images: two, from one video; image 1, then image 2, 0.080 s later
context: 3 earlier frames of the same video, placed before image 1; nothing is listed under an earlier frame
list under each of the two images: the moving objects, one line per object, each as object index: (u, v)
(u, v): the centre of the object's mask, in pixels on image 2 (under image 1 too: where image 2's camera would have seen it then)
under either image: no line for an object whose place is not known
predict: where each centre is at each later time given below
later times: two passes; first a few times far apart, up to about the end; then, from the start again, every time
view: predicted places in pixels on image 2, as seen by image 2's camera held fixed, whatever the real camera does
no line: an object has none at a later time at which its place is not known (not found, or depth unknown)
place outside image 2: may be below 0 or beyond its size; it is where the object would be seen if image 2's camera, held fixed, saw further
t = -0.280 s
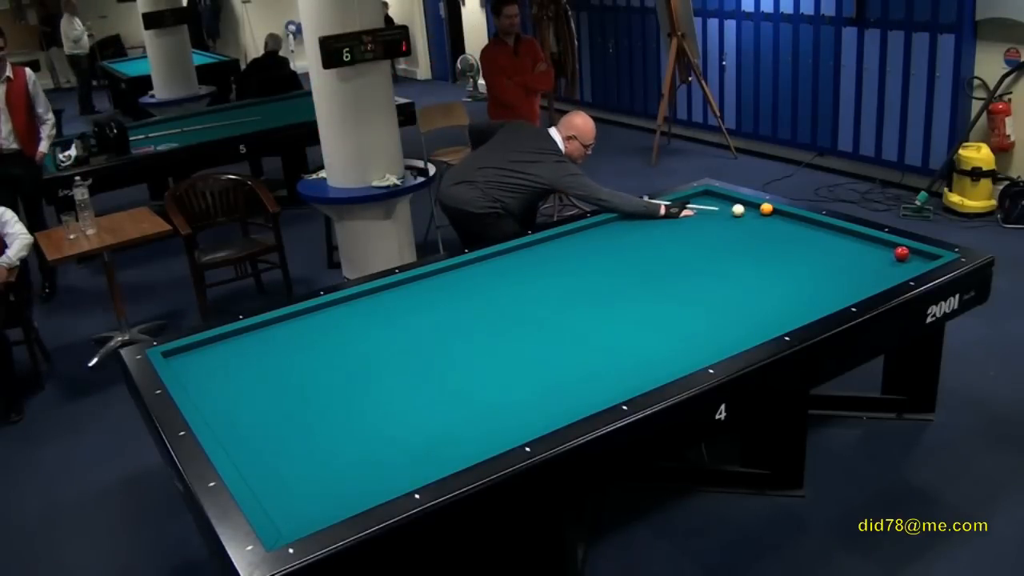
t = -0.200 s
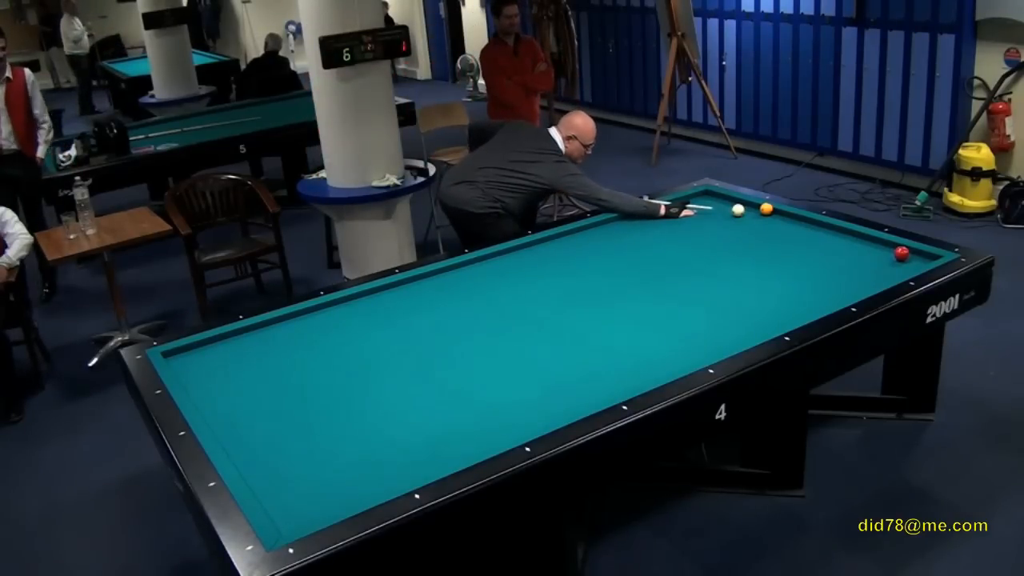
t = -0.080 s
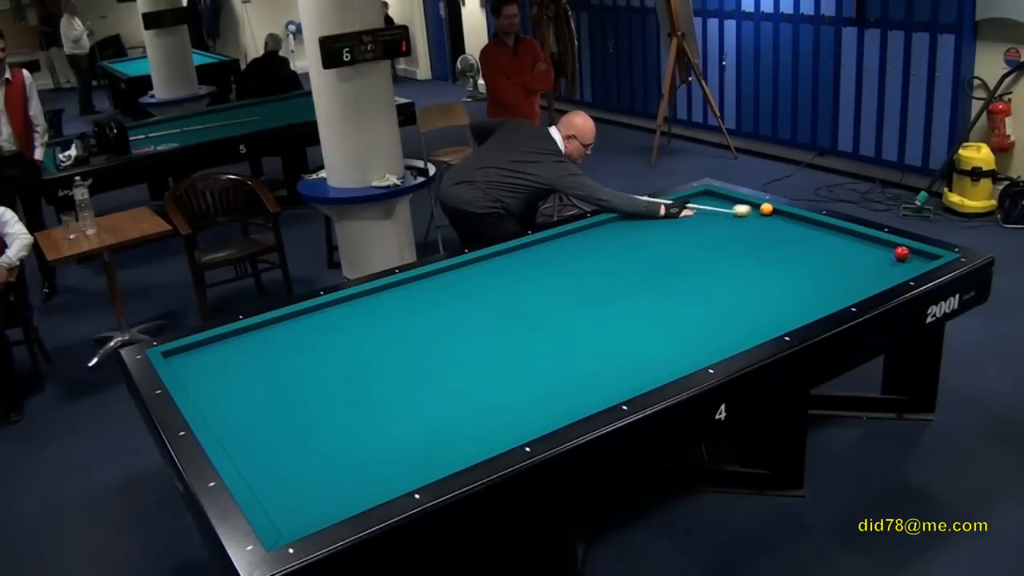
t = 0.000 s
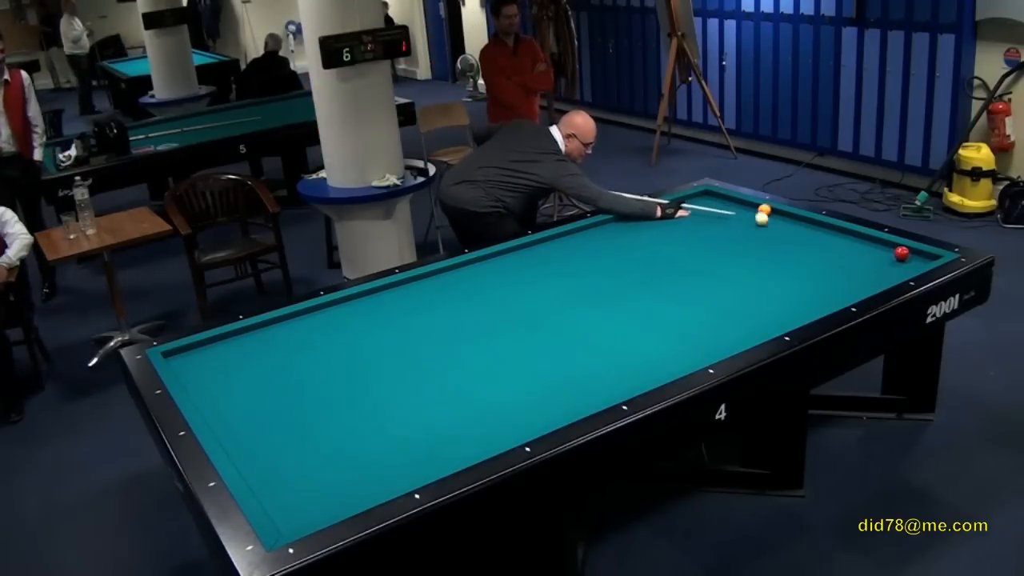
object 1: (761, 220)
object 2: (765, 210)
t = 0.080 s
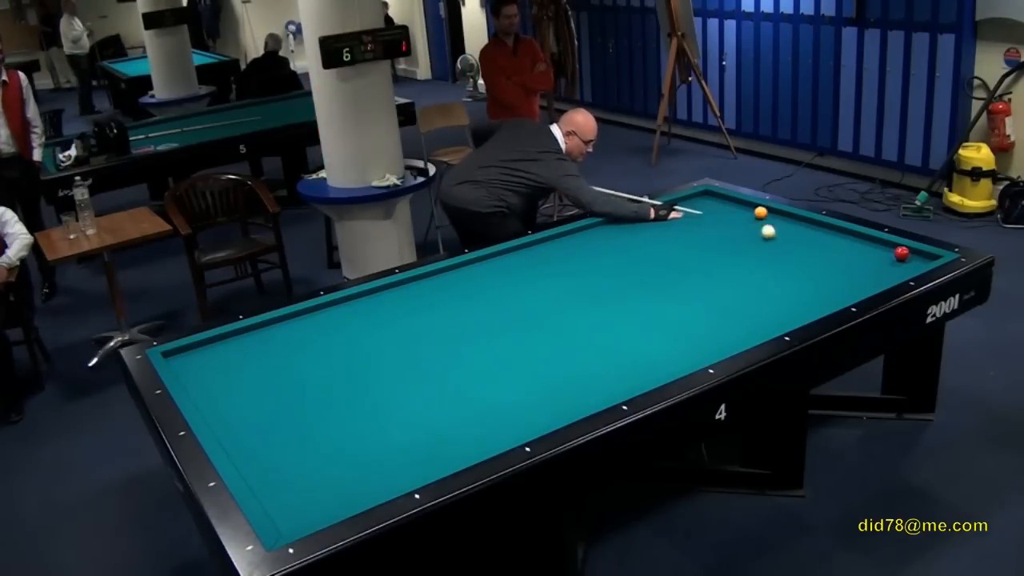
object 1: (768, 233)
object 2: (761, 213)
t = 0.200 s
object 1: (777, 253)
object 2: (757, 216)
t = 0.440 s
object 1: (791, 294)
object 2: (749, 221)
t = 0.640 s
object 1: (770, 319)
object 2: (742, 225)
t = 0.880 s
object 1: (677, 328)
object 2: (734, 230)
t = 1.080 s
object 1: (602, 336)
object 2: (728, 234)
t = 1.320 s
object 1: (513, 345)
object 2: (720, 239)
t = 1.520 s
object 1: (440, 353)
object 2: (714, 242)
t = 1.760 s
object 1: (352, 362)
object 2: (707, 247)
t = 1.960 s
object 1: (279, 370)
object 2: (701, 251)
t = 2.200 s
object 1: (195, 379)
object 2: (694, 255)
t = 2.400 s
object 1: (213, 356)
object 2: (688, 258)
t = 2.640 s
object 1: (241, 333)
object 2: (682, 263)
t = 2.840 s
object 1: (278, 331)
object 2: (676, 266)
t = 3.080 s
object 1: (322, 328)
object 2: (670, 270)
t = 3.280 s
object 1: (359, 325)
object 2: (665, 273)
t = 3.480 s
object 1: (395, 322)
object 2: (660, 276)
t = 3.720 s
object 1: (438, 319)
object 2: (654, 280)
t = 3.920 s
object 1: (473, 316)
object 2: (649, 282)
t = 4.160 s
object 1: (515, 313)
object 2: (643, 286)
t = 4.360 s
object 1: (549, 311)
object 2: (639, 288)
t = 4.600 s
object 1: (589, 308)
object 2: (634, 291)
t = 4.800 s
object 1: (622, 305)
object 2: (631, 292)
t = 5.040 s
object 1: (662, 302)
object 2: (626, 296)
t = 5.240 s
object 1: (694, 300)
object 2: (622, 298)
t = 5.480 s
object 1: (732, 298)
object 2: (618, 300)
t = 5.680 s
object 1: (763, 296)
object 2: (616, 302)
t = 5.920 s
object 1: (799, 293)
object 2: (613, 304)
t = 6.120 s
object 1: (828, 291)
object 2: (610, 305)
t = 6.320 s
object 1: (856, 288)
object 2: (608, 306)
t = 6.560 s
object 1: (873, 281)
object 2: (605, 308)
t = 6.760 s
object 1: (878, 275)
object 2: (604, 309)
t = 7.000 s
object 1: (883, 268)
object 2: (603, 309)
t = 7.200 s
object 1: (887, 262)
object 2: (602, 310)
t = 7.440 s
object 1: (889, 257)
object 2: (601, 310)
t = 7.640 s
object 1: (886, 254)
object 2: (601, 310)
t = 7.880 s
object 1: (882, 250)
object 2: (601, 311)
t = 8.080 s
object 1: (879, 248)
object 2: (601, 310)
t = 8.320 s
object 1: (876, 245)
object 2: (601, 311)
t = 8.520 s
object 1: (874, 243)
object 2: (601, 311)
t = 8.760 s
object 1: (871, 241)
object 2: (601, 310)
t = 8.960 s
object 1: (869, 239)
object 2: (601, 310)
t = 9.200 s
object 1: (865, 238)
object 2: (601, 310)
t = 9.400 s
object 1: (862, 238)
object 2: (601, 310)
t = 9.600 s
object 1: (860, 237)
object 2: (601, 310)
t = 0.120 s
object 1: (771, 239)
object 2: (759, 214)
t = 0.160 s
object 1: (774, 246)
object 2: (758, 215)
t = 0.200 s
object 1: (777, 253)
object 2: (757, 216)
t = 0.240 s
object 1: (780, 260)
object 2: (755, 217)
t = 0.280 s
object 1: (783, 267)
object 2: (754, 218)
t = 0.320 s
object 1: (785, 274)
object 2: (752, 218)
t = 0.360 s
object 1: (787, 280)
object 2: (751, 219)
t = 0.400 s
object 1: (790, 287)
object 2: (750, 220)
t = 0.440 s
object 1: (791, 294)
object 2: (749, 221)
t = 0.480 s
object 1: (793, 301)
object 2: (747, 222)
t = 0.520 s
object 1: (794, 308)
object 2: (746, 223)
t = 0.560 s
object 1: (796, 314)
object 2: (745, 223)
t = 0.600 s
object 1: (787, 318)
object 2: (743, 224)
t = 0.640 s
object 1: (770, 319)
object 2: (742, 225)
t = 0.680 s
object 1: (753, 321)
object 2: (741, 226)
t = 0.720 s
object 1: (737, 322)
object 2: (740, 227)
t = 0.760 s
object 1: (721, 323)
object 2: (738, 228)
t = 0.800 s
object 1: (706, 324)
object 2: (737, 228)
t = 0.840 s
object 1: (691, 326)
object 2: (735, 229)
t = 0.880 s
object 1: (677, 328)
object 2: (734, 230)
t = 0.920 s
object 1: (662, 329)
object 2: (733, 230)
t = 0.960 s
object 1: (647, 331)
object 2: (732, 231)
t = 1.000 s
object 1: (632, 333)
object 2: (730, 232)
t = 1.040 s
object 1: (617, 334)
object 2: (729, 233)
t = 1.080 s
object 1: (602, 336)
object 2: (728, 234)
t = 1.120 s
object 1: (587, 337)
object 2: (727, 235)
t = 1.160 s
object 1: (572, 339)
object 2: (725, 235)
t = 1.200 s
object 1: (557, 340)
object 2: (724, 236)
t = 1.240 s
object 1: (543, 342)
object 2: (723, 237)
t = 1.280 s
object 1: (528, 343)
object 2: (722, 238)
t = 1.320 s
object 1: (513, 345)
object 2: (720, 239)
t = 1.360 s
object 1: (498, 346)
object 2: (719, 239)
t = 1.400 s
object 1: (484, 348)
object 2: (718, 240)
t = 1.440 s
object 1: (469, 350)
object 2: (717, 241)
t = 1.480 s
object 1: (455, 351)
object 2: (716, 242)
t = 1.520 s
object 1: (440, 353)
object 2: (714, 242)
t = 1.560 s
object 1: (425, 354)
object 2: (713, 243)
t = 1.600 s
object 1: (410, 356)
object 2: (711, 244)
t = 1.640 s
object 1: (395, 357)
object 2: (710, 245)
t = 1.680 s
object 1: (381, 359)
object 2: (709, 245)
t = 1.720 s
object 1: (366, 360)
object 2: (708, 246)
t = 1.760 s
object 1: (352, 362)
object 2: (707, 247)
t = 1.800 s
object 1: (337, 364)
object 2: (706, 248)
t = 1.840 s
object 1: (322, 365)
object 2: (704, 249)
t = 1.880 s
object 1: (308, 367)
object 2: (703, 249)
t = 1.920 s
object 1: (294, 368)
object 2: (702, 250)
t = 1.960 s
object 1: (279, 370)
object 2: (701, 251)
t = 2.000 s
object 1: (265, 371)
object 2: (700, 251)
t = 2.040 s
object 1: (251, 373)
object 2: (698, 252)
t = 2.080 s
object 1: (237, 374)
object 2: (697, 253)
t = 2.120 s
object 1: (222, 376)
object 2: (696, 254)
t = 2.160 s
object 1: (209, 377)
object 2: (695, 254)
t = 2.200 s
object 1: (195, 379)
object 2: (694, 255)
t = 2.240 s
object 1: (187, 378)
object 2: (693, 256)
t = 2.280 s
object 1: (195, 372)
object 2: (692, 256)
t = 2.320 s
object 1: (201, 367)
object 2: (691, 257)
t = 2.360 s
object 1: (208, 361)
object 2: (689, 258)
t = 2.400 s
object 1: (213, 356)
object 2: (688, 258)
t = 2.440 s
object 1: (217, 351)
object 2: (687, 259)
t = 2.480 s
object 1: (221, 347)
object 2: (686, 260)
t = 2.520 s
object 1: (226, 342)
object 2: (685, 261)
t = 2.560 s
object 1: (230, 338)
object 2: (684, 261)
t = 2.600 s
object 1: (233, 334)
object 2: (683, 262)
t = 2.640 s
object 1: (241, 333)
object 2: (682, 263)
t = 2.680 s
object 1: (249, 333)
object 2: (680, 263)
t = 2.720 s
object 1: (256, 332)
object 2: (679, 264)
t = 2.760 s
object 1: (264, 332)
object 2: (678, 265)
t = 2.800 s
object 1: (271, 331)
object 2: (677, 265)
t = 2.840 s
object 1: (278, 331)
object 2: (676, 266)
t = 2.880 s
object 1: (286, 330)
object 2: (675, 267)
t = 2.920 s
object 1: (293, 330)
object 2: (674, 267)
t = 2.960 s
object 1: (300, 329)
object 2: (673, 268)
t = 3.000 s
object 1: (308, 329)
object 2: (672, 269)
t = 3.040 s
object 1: (315, 328)
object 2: (671, 269)
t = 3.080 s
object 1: (322, 328)
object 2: (670, 270)
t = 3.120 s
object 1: (330, 327)
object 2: (669, 271)
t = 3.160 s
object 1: (337, 326)
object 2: (668, 271)
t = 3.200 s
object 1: (344, 326)
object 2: (667, 272)
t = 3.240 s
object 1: (351, 325)
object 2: (666, 272)
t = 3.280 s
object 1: (359, 325)
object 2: (665, 273)
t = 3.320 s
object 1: (366, 324)
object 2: (664, 274)
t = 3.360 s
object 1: (373, 324)
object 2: (663, 274)
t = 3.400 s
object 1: (380, 323)
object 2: (661, 275)
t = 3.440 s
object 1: (388, 322)
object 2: (661, 275)
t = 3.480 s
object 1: (395, 322)
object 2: (660, 276)
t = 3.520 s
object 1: (402, 321)
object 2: (659, 277)
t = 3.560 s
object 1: (409, 321)
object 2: (657, 277)
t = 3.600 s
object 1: (416, 320)
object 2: (657, 278)
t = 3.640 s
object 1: (424, 320)
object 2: (655, 278)
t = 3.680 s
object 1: (431, 319)
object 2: (654, 279)
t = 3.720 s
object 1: (438, 319)
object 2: (654, 280)
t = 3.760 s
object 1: (445, 318)
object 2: (653, 280)
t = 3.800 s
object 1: (452, 318)
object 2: (652, 281)
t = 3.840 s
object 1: (459, 317)
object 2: (651, 281)
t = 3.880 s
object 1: (466, 317)
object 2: (650, 282)
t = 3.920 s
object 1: (473, 316)
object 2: (649, 282)
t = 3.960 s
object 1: (480, 316)
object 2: (648, 283)
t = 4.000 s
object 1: (487, 315)
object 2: (647, 284)
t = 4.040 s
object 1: (494, 315)
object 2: (646, 284)
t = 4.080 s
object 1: (501, 314)
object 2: (645, 285)
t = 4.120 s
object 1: (508, 314)
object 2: (644, 285)
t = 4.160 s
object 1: (515, 313)
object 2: (643, 286)
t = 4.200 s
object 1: (521, 313)
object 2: (642, 286)
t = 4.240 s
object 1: (528, 312)
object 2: (641, 287)
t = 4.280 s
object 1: (535, 312)
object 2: (641, 287)
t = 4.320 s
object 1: (542, 311)
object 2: (640, 288)
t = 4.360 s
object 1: (549, 311)
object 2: (639, 288)
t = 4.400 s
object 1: (555, 310)
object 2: (638, 289)
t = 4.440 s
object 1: (562, 310)
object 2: (637, 289)
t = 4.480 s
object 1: (569, 309)
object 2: (637, 290)
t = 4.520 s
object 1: (576, 309)
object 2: (636, 290)
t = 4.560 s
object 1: (582, 308)
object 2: (635, 291)
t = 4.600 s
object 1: (589, 308)
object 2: (634, 291)
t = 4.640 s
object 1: (596, 307)
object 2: (633, 292)
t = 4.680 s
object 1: (602, 307)
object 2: (632, 292)
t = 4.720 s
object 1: (609, 306)
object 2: (632, 293)
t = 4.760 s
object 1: (616, 306)
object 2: (631, 293)
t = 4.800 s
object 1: (622, 305)
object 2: (631, 292)
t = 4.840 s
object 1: (629, 305)
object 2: (630, 291)
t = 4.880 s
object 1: (636, 305)
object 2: (628, 293)
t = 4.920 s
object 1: (642, 304)
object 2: (628, 294)
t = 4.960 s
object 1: (649, 304)
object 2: (627, 295)
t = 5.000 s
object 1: (656, 303)
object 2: (626, 296)
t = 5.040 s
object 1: (662, 302)
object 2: (626, 296)
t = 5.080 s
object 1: (669, 302)
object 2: (625, 296)
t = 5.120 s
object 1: (675, 302)
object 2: (624, 297)
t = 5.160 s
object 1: (681, 301)
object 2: (624, 297)
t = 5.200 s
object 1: (688, 301)
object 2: (623, 298)
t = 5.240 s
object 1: (694, 300)
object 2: (622, 298)
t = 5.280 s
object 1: (701, 300)
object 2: (622, 299)
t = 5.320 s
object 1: (707, 299)
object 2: (621, 299)
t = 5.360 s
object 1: (713, 299)
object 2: (620, 299)
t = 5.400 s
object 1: (720, 298)
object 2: (620, 300)
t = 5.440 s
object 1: (726, 298)
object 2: (619, 300)
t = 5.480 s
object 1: (732, 298)
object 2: (618, 300)
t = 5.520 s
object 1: (738, 297)
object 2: (618, 301)
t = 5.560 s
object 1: (744, 297)
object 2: (617, 301)
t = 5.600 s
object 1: (750, 296)
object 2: (617, 301)
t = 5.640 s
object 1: (757, 296)
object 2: (616, 302)
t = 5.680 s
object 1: (763, 296)
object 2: (616, 302)
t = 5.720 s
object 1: (769, 295)
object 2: (615, 302)
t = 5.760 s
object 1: (775, 295)
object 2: (614, 303)
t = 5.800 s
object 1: (781, 294)
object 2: (614, 303)
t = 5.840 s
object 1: (787, 294)
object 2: (614, 303)
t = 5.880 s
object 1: (793, 293)
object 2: (613, 304)
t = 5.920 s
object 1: (799, 293)
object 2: (613, 304)
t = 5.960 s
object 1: (805, 292)
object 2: (612, 304)
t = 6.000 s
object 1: (811, 292)
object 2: (612, 304)
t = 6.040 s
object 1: (817, 291)
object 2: (611, 305)
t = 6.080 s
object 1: (823, 291)
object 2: (610, 305)
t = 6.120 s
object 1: (828, 291)
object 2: (610, 305)
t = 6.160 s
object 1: (834, 290)
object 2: (610, 305)
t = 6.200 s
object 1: (840, 290)
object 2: (609, 306)
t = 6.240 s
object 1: (845, 289)
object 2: (609, 306)
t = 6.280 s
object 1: (851, 288)
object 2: (608, 306)
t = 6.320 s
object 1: (856, 288)
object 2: (608, 306)
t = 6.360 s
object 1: (862, 287)
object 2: (607, 307)
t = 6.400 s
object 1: (867, 286)
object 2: (607, 307)
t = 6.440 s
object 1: (869, 285)
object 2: (607, 307)
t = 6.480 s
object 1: (870, 283)
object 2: (606, 307)
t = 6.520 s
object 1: (871, 282)
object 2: (606, 307)
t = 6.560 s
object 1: (873, 281)
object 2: (605, 308)
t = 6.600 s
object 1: (874, 280)
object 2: (605, 308)
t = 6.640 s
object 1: (875, 279)
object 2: (605, 308)
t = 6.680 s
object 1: (875, 278)
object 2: (605, 308)
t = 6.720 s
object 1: (877, 276)
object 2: (604, 308)
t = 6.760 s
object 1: (878, 275)
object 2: (604, 309)
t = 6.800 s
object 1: (879, 274)
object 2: (604, 309)
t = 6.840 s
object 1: (880, 273)
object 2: (604, 309)
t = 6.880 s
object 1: (881, 272)
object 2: (603, 309)
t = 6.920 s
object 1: (882, 270)
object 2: (603, 309)
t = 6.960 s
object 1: (883, 269)
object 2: (603, 309)
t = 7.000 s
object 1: (883, 268)
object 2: (603, 309)
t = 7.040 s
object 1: (884, 267)
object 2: (603, 310)
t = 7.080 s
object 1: (885, 266)
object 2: (602, 310)
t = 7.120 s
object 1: (886, 265)
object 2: (602, 310)
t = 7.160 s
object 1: (887, 263)
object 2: (602, 310)
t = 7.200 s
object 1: (887, 262)
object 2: (602, 310)
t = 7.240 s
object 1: (888, 261)
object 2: (602, 310)
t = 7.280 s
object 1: (889, 260)
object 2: (602, 310)
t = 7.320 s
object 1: (889, 259)
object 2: (601, 310)
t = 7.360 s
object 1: (890, 258)
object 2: (601, 310)
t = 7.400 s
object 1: (890, 257)
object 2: (601, 310)
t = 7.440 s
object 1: (889, 257)
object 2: (601, 310)
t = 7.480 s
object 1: (889, 256)
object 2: (601, 310)
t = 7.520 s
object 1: (888, 255)
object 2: (601, 310)
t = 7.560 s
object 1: (887, 255)
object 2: (601, 310)
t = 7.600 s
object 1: (887, 254)
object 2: (601, 310)
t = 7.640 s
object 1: (886, 254)
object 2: (601, 310)
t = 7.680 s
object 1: (885, 253)
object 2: (601, 310)
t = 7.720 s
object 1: (885, 252)
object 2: (601, 311)
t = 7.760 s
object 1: (884, 252)
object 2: (601, 310)
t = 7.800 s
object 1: (883, 251)
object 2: (601, 311)
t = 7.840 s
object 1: (883, 251)
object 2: (601, 310)
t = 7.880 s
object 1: (882, 250)
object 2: (601, 311)
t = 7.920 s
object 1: (882, 250)
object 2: (601, 310)
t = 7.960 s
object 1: (881, 249)
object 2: (601, 311)
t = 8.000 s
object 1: (880, 249)
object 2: (601, 311)
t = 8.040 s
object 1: (880, 248)
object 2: (601, 311)
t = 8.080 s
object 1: (879, 248)
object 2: (601, 310)
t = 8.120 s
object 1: (878, 247)
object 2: (601, 311)
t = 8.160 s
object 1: (878, 247)
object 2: (601, 310)
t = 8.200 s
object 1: (878, 246)
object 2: (601, 310)
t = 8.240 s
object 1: (877, 246)
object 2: (601, 310)
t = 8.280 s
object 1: (877, 246)
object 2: (601, 310)
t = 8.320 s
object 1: (876, 245)
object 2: (601, 311)
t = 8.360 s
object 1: (875, 245)
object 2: (601, 311)
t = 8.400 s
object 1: (875, 244)
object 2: (601, 311)
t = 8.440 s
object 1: (874, 244)
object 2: (601, 311)
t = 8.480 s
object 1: (874, 243)
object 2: (601, 310)
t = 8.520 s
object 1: (874, 243)
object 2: (601, 311)
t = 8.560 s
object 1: (873, 243)
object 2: (601, 311)
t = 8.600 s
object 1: (872, 242)
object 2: (601, 311)
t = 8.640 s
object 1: (872, 242)
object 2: (601, 311)
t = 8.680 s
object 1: (872, 242)
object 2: (601, 310)
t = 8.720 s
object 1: (871, 241)
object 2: (601, 311)
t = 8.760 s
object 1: (871, 241)
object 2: (601, 310)
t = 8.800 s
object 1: (870, 241)
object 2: (601, 310)
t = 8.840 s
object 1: (870, 240)
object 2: (601, 310)
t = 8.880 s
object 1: (869, 240)
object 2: (601, 310)
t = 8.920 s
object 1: (869, 240)
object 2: (601, 310)
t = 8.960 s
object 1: (869, 239)
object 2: (601, 310)
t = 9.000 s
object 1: (868, 239)
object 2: (601, 310)
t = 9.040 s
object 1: (868, 239)
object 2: (601, 310)
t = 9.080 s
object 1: (867, 238)
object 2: (601, 310)
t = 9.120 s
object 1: (867, 238)
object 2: (601, 310)
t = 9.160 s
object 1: (866, 238)
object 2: (601, 310)
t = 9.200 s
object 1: (865, 238)
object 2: (601, 310)
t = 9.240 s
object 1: (865, 238)
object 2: (601, 310)
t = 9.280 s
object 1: (864, 238)
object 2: (601, 310)
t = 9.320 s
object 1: (864, 238)
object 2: (601, 310)
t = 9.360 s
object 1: (863, 238)
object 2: (601, 310)
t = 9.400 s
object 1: (862, 238)
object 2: (601, 310)
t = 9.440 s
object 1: (862, 238)
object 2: (601, 310)
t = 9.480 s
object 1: (861, 238)
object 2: (601, 310)
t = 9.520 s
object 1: (861, 238)
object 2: (601, 310)
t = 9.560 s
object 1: (860, 238)
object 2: (601, 310)
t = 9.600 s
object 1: (860, 237)
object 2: (601, 310)
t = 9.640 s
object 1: (859, 237)
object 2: (601, 310)
